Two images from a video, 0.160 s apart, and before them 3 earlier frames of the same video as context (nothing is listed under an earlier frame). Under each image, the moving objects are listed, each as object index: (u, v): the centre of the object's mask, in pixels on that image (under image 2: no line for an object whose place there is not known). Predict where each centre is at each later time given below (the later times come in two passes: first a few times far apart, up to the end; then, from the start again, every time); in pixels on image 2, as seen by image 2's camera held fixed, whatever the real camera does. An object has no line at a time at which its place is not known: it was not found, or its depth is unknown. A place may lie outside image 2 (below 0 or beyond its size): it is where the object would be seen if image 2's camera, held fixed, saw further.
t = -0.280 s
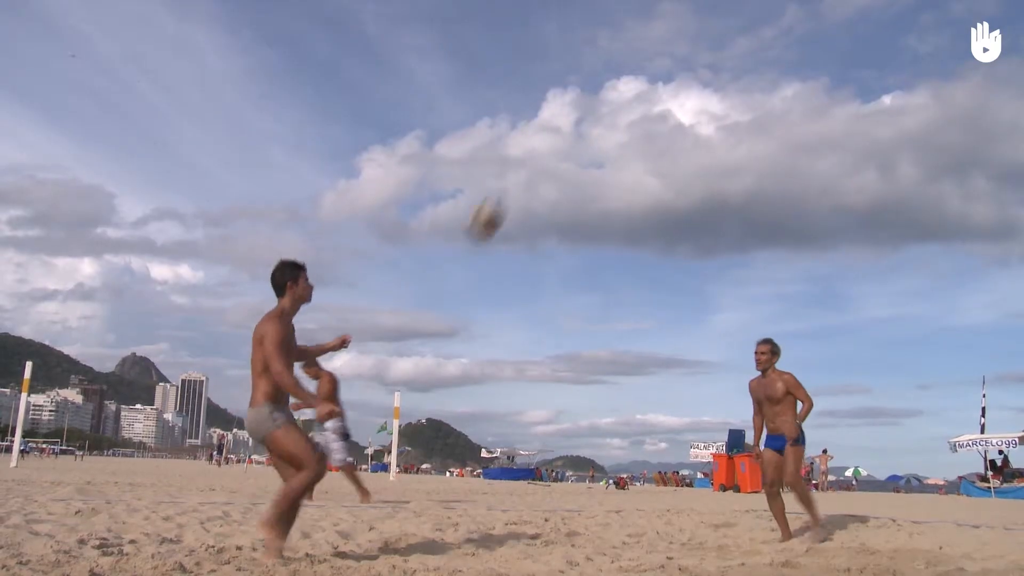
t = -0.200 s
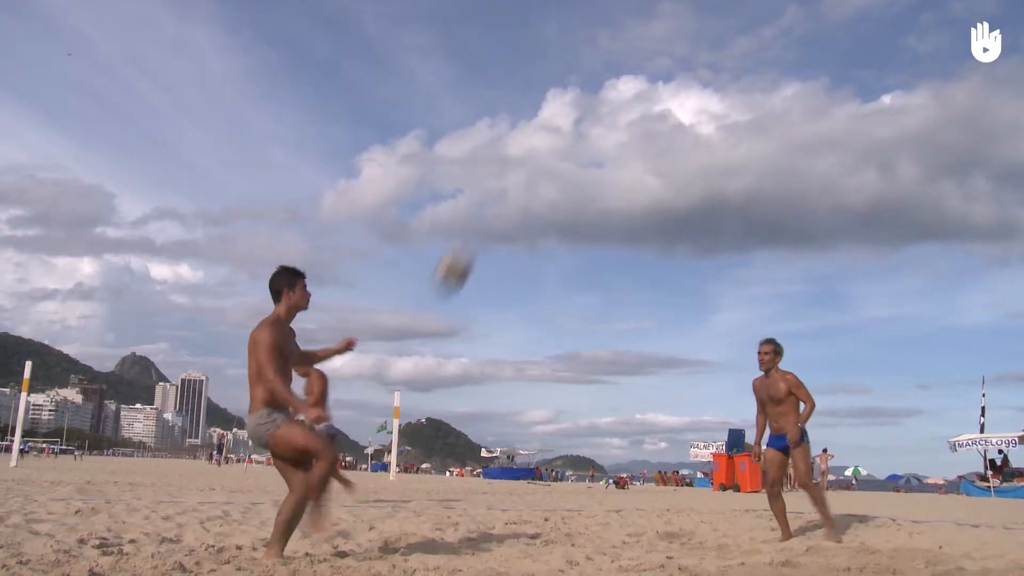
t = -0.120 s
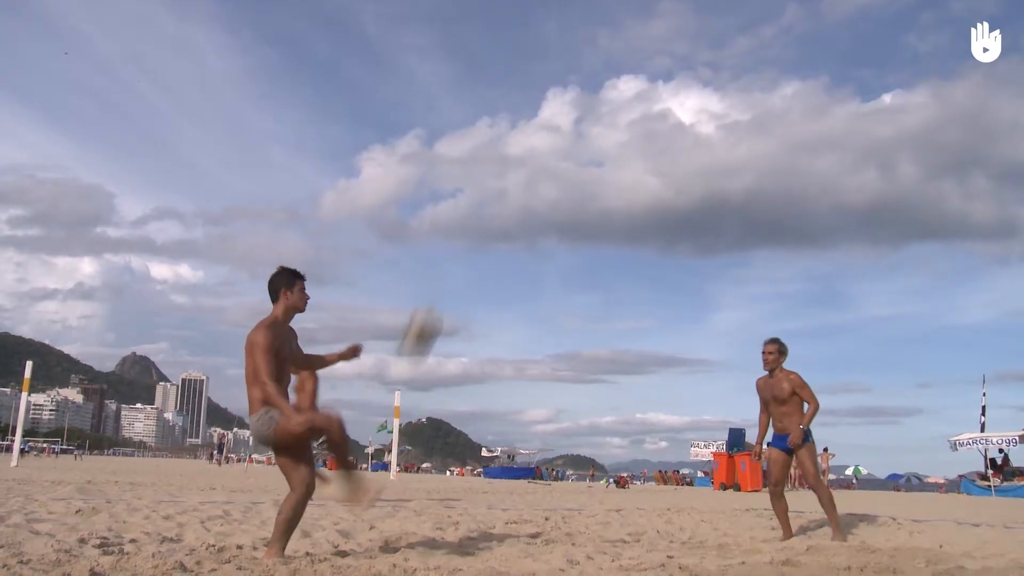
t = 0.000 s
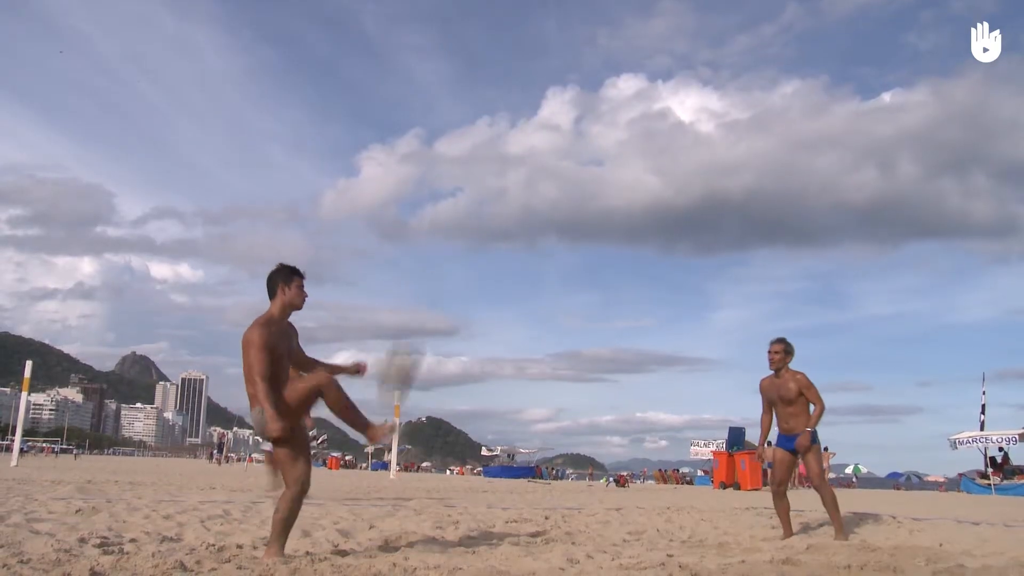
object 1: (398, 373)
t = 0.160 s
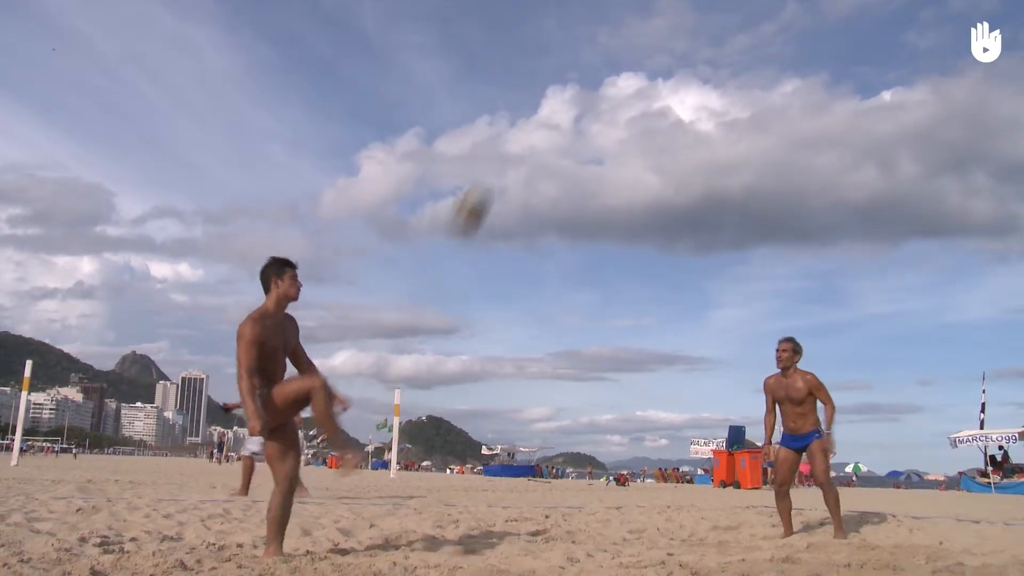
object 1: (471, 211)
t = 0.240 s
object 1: (503, 149)
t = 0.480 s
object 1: (591, 35)
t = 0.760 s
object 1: (690, 15)
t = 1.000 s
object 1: (774, 84)
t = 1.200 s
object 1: (855, 226)
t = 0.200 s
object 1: (487, 179)
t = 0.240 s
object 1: (503, 149)
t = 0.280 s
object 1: (519, 122)
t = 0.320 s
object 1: (533, 100)
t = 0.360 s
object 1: (548, 80)
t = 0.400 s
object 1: (563, 62)
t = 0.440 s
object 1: (577, 48)
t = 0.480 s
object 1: (591, 35)
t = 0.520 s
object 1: (605, 24)
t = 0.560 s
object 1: (620, 17)
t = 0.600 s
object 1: (633, 14)
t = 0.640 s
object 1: (647, 12)
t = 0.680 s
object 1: (661, 12)
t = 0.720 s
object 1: (676, 13)
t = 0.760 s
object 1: (690, 15)
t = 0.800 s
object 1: (704, 18)
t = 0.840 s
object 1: (717, 26)
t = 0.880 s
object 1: (731, 36)
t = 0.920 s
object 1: (746, 50)
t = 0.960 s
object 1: (761, 67)
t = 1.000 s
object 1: (774, 84)
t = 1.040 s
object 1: (791, 108)
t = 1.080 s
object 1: (806, 131)
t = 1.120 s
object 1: (822, 160)
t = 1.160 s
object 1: (838, 189)
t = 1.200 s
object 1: (855, 226)
